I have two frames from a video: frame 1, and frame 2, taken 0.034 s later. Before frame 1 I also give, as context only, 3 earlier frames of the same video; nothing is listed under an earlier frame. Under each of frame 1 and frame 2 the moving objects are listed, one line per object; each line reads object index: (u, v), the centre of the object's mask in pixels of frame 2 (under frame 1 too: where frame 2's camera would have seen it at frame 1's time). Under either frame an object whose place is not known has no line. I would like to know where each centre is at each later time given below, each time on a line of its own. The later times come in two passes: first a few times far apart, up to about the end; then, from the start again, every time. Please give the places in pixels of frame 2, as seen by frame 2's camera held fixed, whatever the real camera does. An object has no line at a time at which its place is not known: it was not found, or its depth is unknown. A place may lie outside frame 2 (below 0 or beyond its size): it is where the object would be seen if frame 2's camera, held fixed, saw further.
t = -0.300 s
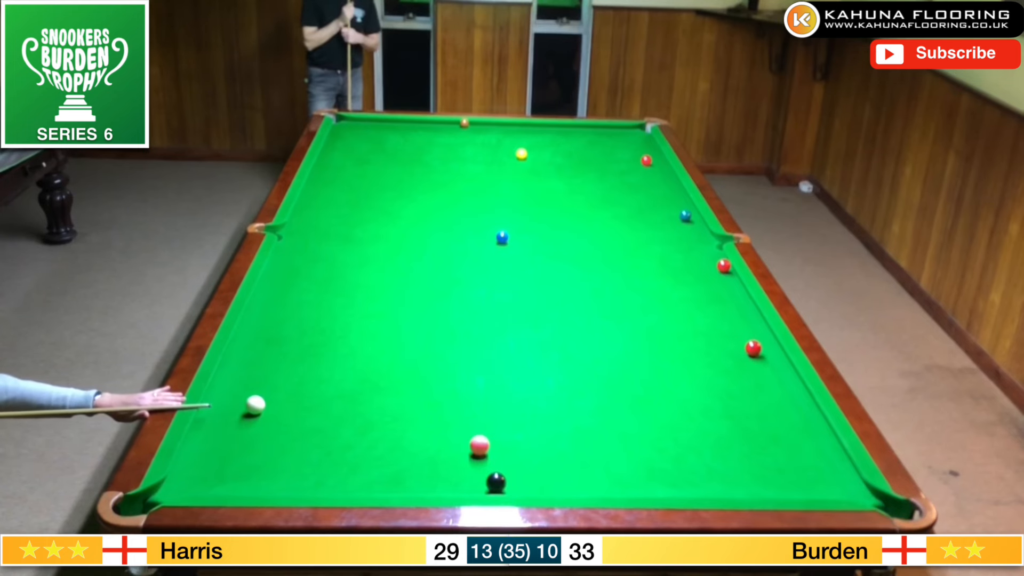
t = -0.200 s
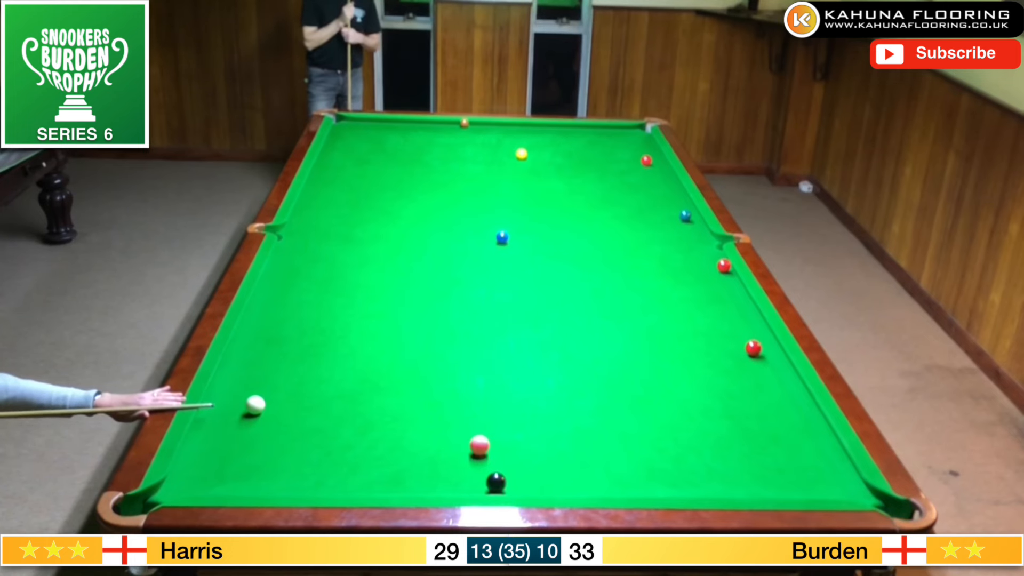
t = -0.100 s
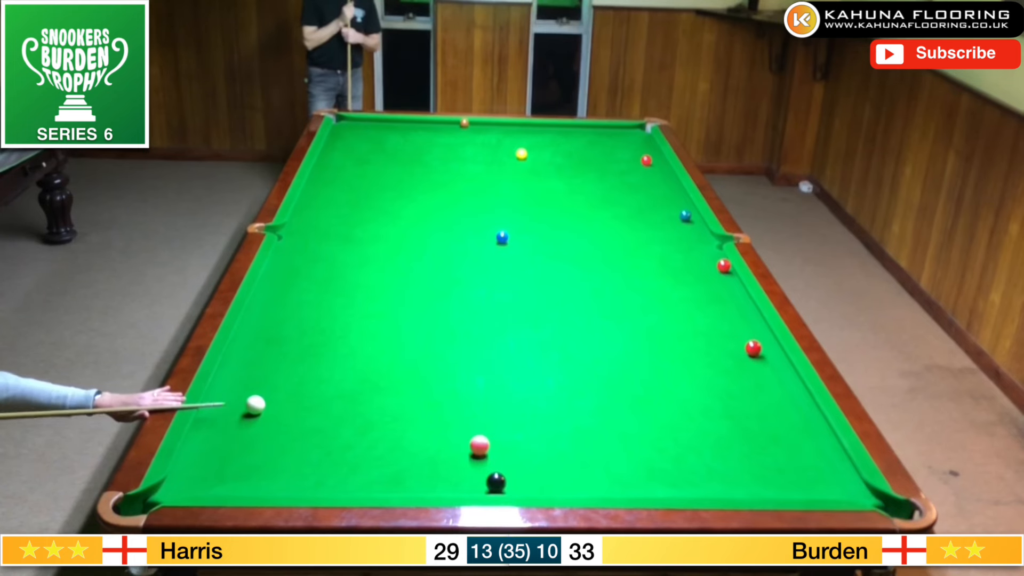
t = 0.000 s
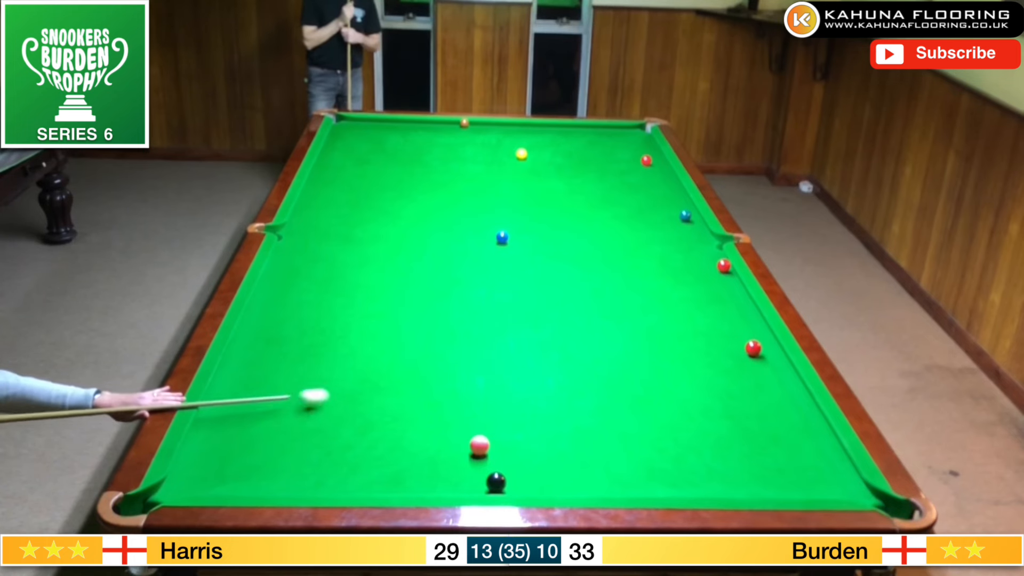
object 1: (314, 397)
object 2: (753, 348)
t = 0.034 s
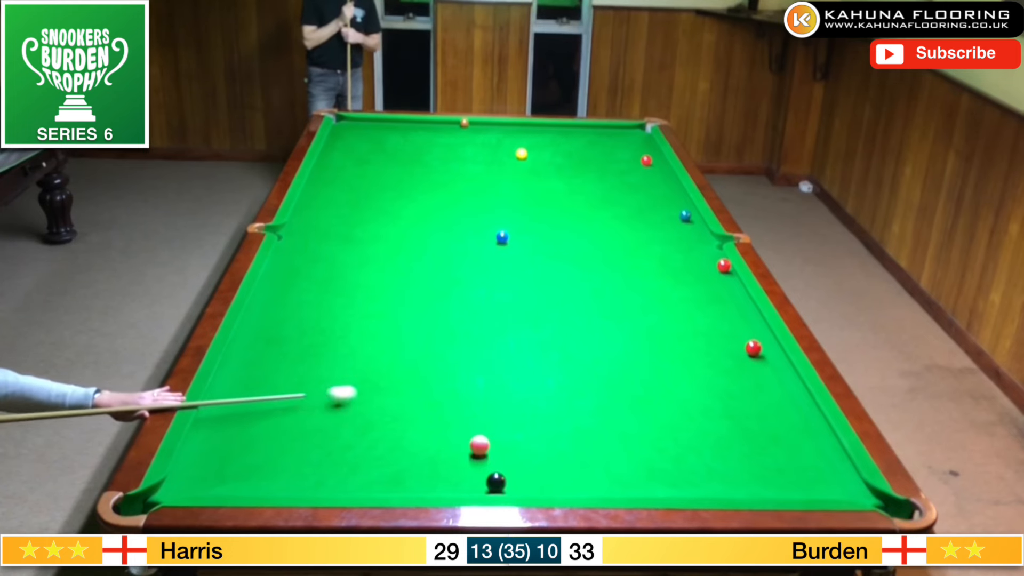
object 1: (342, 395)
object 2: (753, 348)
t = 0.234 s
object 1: (494, 376)
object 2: (753, 348)
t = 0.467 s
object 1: (652, 360)
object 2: (753, 349)
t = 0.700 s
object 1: (765, 360)
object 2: (756, 338)
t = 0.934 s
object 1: (759, 372)
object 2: (683, 323)
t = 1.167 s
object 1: (727, 381)
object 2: (619, 310)
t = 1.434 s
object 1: (692, 390)
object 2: (552, 297)
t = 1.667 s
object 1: (662, 399)
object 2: (498, 286)
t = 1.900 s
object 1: (633, 407)
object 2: (448, 276)
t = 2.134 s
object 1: (606, 414)
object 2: (401, 266)
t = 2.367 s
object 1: (580, 421)
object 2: (358, 257)
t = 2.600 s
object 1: (556, 428)
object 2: (317, 249)
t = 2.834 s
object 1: (533, 435)
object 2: (287, 241)
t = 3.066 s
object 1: (513, 441)
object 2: (308, 235)
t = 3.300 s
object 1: (498, 447)
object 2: (327, 230)
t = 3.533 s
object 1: (496, 449)
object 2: (343, 226)
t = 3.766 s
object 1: (494, 451)
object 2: (358, 222)
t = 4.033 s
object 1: (494, 452)
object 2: (373, 218)
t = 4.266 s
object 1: (494, 452)
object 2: (384, 215)
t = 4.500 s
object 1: (494, 452)
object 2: (395, 213)
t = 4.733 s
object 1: (494, 452)
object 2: (403, 211)
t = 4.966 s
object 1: (494, 452)
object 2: (411, 209)
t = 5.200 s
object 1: (494, 452)
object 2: (417, 208)
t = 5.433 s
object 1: (494, 452)
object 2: (422, 207)
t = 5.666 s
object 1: (494, 452)
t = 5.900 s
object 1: (494, 452)
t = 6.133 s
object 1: (494, 452)
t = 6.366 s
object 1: (494, 452)
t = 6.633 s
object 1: (494, 452)
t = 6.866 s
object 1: (494, 452)
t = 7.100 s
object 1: (494, 452)
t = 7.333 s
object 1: (494, 452)
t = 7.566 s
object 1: (494, 452)
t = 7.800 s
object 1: (494, 452)
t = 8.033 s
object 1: (494, 452)
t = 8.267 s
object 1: (494, 452)
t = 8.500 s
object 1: (494, 452)
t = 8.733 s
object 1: (494, 452)
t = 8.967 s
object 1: (494, 452)
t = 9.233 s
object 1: (494, 452)
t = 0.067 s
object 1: (369, 392)
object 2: (753, 348)
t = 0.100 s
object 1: (395, 388)
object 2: (753, 348)
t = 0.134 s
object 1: (420, 384)
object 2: (753, 348)
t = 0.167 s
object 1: (445, 381)
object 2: (753, 348)
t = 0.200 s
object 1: (470, 379)
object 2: (753, 348)
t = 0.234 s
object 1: (494, 376)
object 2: (753, 348)
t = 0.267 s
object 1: (517, 374)
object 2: (753, 348)
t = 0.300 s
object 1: (540, 372)
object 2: (753, 348)
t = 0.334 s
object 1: (563, 369)
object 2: (753, 348)
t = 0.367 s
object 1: (586, 367)
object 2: (753, 348)
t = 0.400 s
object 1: (608, 365)
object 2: (753, 348)
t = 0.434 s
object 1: (630, 363)
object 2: (753, 349)
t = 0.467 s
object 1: (652, 360)
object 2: (753, 349)
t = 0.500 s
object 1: (674, 359)
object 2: (753, 349)
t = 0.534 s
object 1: (695, 357)
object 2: (753, 349)
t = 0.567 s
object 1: (716, 354)
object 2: (753, 349)
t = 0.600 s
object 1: (736, 351)
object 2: (754, 349)
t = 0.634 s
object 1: (748, 354)
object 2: (762, 345)
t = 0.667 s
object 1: (756, 358)
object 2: (768, 340)
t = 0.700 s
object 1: (765, 360)
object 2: (756, 338)
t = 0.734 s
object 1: (774, 363)
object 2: (744, 335)
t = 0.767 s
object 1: (784, 365)
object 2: (732, 333)
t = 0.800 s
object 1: (780, 367)
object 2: (722, 331)
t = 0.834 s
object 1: (774, 368)
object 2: (712, 329)
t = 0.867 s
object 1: (769, 370)
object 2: (702, 327)
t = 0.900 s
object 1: (764, 371)
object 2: (693, 325)
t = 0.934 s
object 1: (759, 372)
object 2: (683, 323)
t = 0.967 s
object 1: (754, 373)
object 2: (673, 321)
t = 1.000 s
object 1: (750, 374)
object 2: (664, 320)
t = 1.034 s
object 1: (745, 376)
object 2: (655, 317)
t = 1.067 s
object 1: (741, 377)
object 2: (646, 316)
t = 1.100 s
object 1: (736, 378)
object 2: (637, 314)
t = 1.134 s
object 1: (732, 379)
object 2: (628, 312)
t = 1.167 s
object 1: (727, 381)
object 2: (619, 310)
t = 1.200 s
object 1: (723, 382)
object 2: (610, 309)
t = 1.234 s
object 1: (718, 383)
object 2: (602, 307)
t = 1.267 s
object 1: (714, 384)
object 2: (593, 305)
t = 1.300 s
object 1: (710, 386)
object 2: (585, 303)
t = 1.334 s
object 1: (705, 387)
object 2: (577, 302)
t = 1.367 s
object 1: (701, 388)
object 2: (569, 300)
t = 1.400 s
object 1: (696, 389)
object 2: (560, 299)
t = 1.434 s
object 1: (692, 390)
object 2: (552, 297)
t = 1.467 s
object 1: (688, 392)
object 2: (544, 295)
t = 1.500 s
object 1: (683, 393)
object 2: (536, 294)
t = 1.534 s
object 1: (679, 394)
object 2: (529, 292)
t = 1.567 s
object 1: (675, 395)
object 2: (521, 291)
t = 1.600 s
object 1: (671, 397)
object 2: (513, 289)
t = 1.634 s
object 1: (666, 398)
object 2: (506, 288)
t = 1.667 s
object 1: (662, 399)
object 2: (498, 286)
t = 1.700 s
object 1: (658, 400)
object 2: (491, 285)
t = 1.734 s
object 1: (654, 401)
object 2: (484, 283)
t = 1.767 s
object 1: (650, 402)
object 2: (476, 282)
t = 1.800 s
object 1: (646, 403)
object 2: (469, 280)
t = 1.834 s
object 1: (641, 404)
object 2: (462, 279)
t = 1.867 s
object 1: (637, 405)
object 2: (455, 277)
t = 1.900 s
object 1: (633, 407)
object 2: (448, 276)
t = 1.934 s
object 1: (629, 407)
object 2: (441, 274)
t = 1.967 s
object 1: (625, 409)
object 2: (435, 273)
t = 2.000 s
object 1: (621, 410)
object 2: (428, 272)
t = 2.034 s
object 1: (618, 411)
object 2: (421, 270)
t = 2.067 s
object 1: (614, 412)
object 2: (415, 269)
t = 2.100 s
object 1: (610, 413)
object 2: (408, 268)
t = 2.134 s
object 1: (606, 414)
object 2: (401, 266)
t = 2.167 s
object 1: (602, 415)
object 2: (395, 265)
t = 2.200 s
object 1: (598, 416)
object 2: (389, 264)
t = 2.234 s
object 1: (595, 417)
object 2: (382, 262)
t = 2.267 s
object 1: (591, 418)
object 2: (376, 261)
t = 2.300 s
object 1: (587, 419)
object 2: (370, 260)
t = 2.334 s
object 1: (584, 420)
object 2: (364, 259)
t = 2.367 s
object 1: (580, 421)
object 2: (358, 257)
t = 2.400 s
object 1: (576, 422)
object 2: (352, 256)
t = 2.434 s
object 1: (573, 423)
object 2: (346, 255)
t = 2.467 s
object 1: (570, 424)
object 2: (340, 254)
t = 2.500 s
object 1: (566, 425)
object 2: (334, 252)
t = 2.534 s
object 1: (563, 427)
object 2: (328, 251)
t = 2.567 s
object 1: (559, 428)
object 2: (322, 250)
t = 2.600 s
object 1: (556, 428)
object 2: (317, 249)
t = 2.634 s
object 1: (553, 429)
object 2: (311, 248)
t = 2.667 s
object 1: (549, 430)
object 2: (306, 246)
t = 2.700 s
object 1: (546, 431)
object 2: (300, 245)
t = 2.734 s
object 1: (543, 432)
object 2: (295, 244)
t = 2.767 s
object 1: (540, 433)
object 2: (289, 243)
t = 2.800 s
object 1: (537, 434)
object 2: (284, 242)
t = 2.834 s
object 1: (533, 435)
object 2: (287, 241)
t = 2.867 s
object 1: (530, 436)
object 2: (290, 240)
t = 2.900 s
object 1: (527, 437)
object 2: (293, 239)
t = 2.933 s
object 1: (524, 438)
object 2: (296, 238)
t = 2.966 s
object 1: (521, 439)
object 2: (300, 238)
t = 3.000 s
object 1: (518, 439)
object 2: (302, 237)
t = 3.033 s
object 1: (515, 440)
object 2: (305, 236)
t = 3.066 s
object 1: (513, 441)
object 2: (308, 235)
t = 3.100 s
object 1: (510, 442)
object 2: (311, 235)
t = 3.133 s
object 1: (507, 443)
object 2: (314, 234)
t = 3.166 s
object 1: (504, 444)
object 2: (316, 233)
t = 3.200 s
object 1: (501, 445)
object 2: (319, 232)
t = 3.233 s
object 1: (499, 445)
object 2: (322, 232)
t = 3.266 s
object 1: (498, 446)
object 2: (324, 231)
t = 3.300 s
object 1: (498, 447)
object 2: (327, 230)
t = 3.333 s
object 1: (498, 447)
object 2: (329, 230)
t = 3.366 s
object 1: (497, 447)
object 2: (331, 229)
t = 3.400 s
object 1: (497, 448)
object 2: (334, 229)
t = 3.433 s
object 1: (497, 448)
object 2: (336, 228)
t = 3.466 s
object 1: (496, 449)
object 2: (339, 227)
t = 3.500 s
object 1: (496, 449)
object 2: (341, 227)
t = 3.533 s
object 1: (496, 449)
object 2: (343, 226)
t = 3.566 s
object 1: (495, 450)
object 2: (345, 225)
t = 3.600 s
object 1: (495, 450)
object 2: (348, 225)
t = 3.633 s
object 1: (495, 450)
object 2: (350, 224)
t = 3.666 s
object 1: (495, 451)
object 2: (352, 223)
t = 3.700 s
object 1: (494, 451)
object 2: (354, 223)
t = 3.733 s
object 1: (494, 451)
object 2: (356, 223)
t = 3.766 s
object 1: (494, 451)
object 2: (358, 222)
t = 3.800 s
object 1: (494, 452)
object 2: (360, 221)
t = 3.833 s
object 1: (494, 452)
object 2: (362, 221)
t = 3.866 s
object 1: (494, 452)
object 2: (364, 221)
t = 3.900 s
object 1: (494, 452)
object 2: (366, 220)
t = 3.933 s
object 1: (494, 452)
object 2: (367, 220)
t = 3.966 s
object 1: (494, 452)
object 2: (369, 219)
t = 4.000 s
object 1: (494, 452)
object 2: (371, 219)
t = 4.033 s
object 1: (494, 452)
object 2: (373, 218)
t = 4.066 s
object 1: (494, 452)
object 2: (375, 218)
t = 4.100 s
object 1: (494, 452)
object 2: (376, 217)
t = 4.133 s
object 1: (494, 452)
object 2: (378, 217)
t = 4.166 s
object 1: (494, 452)
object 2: (380, 217)
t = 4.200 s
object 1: (494, 452)
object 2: (381, 216)
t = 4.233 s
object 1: (494, 452)
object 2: (383, 216)
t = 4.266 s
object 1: (494, 452)
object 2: (384, 215)
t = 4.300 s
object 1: (493, 452)
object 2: (386, 215)
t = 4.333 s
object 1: (494, 452)
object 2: (387, 215)
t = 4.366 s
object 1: (494, 452)
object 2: (389, 214)
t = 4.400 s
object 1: (494, 452)
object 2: (391, 214)
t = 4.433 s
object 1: (494, 452)
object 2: (392, 214)
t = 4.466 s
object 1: (494, 452)
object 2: (393, 213)
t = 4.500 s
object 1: (494, 452)
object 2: (395, 213)
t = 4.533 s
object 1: (494, 452)
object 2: (396, 213)
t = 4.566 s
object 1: (494, 452)
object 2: (397, 212)
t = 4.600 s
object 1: (494, 452)
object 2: (398, 212)
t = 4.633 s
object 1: (494, 452)
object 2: (400, 212)
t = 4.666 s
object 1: (494, 452)
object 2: (401, 212)
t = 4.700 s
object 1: (494, 452)
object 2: (402, 211)
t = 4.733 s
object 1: (494, 452)
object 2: (403, 211)
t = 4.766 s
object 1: (494, 452)
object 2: (404, 211)
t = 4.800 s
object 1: (494, 452)
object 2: (406, 210)
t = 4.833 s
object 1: (494, 452)
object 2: (407, 210)
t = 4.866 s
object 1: (494, 452)
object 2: (408, 210)
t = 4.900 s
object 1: (494, 452)
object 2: (409, 210)
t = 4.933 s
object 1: (494, 452)
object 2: (410, 209)
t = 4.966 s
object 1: (494, 452)
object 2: (411, 209)
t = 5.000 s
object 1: (494, 452)
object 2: (412, 209)
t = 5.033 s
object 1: (494, 452)
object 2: (413, 209)
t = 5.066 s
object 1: (494, 452)
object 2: (414, 209)
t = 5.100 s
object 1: (494, 452)
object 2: (415, 209)
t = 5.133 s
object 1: (494, 452)
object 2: (416, 208)
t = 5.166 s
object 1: (494, 452)
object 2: (417, 208)
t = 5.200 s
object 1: (494, 452)
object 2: (417, 208)
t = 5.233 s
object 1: (494, 452)
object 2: (418, 208)
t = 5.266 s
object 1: (494, 452)
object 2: (419, 208)
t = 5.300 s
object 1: (494, 452)
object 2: (420, 207)
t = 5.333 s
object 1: (494, 452)
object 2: (420, 207)
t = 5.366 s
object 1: (494, 452)
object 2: (421, 207)
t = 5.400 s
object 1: (494, 452)
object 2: (422, 207)
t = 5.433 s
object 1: (494, 452)
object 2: (422, 207)
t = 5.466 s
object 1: (494, 452)
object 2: (423, 207)
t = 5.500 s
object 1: (494, 452)
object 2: (423, 206)
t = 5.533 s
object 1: (494, 452)
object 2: (424, 207)
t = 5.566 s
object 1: (494, 452)
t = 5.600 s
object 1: (494, 452)
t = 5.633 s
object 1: (494, 452)
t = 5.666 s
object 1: (494, 452)
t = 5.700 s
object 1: (494, 452)
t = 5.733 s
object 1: (494, 452)
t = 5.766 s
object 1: (494, 452)
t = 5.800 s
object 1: (494, 452)
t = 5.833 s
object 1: (494, 452)
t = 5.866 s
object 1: (494, 452)
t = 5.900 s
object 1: (494, 452)
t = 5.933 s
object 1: (494, 452)
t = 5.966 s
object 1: (494, 452)
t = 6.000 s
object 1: (494, 452)
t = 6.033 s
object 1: (494, 452)
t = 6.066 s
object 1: (494, 452)
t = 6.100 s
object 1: (494, 452)
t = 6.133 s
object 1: (494, 452)
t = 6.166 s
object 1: (494, 452)
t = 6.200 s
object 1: (494, 452)
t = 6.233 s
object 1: (494, 452)
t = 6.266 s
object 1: (494, 452)
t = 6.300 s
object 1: (494, 452)
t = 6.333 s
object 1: (494, 452)
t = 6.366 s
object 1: (494, 452)
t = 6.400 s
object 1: (494, 452)
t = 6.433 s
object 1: (494, 452)
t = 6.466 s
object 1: (494, 452)
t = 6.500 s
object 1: (494, 452)
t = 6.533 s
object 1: (494, 452)
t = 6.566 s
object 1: (494, 452)
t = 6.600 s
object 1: (494, 452)
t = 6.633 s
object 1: (494, 452)
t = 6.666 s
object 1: (494, 452)
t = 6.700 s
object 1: (494, 452)
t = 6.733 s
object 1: (494, 452)
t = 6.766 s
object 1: (494, 452)
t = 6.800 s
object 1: (494, 452)
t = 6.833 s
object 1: (494, 452)
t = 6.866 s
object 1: (494, 452)
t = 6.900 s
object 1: (494, 452)
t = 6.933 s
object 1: (494, 452)
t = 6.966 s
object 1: (494, 452)
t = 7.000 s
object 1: (494, 452)
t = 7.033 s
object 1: (494, 452)
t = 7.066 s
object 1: (494, 452)
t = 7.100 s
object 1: (494, 452)
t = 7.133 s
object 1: (494, 452)
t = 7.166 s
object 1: (494, 452)
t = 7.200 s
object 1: (494, 452)
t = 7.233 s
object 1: (494, 452)
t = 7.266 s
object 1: (494, 452)
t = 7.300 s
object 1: (494, 452)
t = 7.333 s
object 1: (494, 452)
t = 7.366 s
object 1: (494, 452)
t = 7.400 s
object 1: (494, 452)
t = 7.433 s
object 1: (494, 452)
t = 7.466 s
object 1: (494, 452)
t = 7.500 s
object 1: (494, 452)
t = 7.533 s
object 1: (494, 452)
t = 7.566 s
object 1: (494, 452)
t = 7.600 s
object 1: (494, 452)
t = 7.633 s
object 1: (494, 452)
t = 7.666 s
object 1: (494, 452)
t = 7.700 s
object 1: (494, 452)
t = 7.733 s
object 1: (494, 452)
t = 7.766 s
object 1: (494, 452)
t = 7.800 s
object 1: (494, 452)
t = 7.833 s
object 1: (494, 452)
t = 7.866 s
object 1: (494, 452)
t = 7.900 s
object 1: (494, 452)
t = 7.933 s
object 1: (494, 452)
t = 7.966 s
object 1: (494, 452)
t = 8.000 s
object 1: (494, 452)
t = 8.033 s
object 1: (494, 452)
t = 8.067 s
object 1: (494, 452)
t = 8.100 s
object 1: (494, 452)
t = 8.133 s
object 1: (494, 452)
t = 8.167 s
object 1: (494, 452)
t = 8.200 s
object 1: (494, 452)
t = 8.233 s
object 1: (494, 452)
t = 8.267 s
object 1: (494, 452)
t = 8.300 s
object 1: (494, 452)
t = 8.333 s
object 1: (494, 452)
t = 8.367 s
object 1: (494, 452)
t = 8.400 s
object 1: (494, 452)
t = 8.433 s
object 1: (494, 452)
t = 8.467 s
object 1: (494, 452)
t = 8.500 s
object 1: (494, 452)
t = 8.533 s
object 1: (494, 452)
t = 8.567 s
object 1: (494, 452)
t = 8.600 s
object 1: (494, 452)
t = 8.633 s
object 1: (494, 452)
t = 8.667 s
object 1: (494, 452)
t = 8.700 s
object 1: (494, 452)
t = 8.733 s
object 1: (494, 452)
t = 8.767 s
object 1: (494, 452)
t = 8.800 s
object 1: (494, 452)
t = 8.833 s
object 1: (494, 452)
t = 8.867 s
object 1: (494, 452)
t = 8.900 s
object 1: (494, 452)
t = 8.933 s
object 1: (494, 452)
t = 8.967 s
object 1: (494, 452)
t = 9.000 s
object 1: (494, 452)
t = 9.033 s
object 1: (494, 452)
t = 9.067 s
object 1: (494, 452)
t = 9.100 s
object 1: (494, 452)
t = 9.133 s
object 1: (494, 452)
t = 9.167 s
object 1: (494, 452)
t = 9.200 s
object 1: (494, 452)
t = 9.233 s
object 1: (494, 452)
